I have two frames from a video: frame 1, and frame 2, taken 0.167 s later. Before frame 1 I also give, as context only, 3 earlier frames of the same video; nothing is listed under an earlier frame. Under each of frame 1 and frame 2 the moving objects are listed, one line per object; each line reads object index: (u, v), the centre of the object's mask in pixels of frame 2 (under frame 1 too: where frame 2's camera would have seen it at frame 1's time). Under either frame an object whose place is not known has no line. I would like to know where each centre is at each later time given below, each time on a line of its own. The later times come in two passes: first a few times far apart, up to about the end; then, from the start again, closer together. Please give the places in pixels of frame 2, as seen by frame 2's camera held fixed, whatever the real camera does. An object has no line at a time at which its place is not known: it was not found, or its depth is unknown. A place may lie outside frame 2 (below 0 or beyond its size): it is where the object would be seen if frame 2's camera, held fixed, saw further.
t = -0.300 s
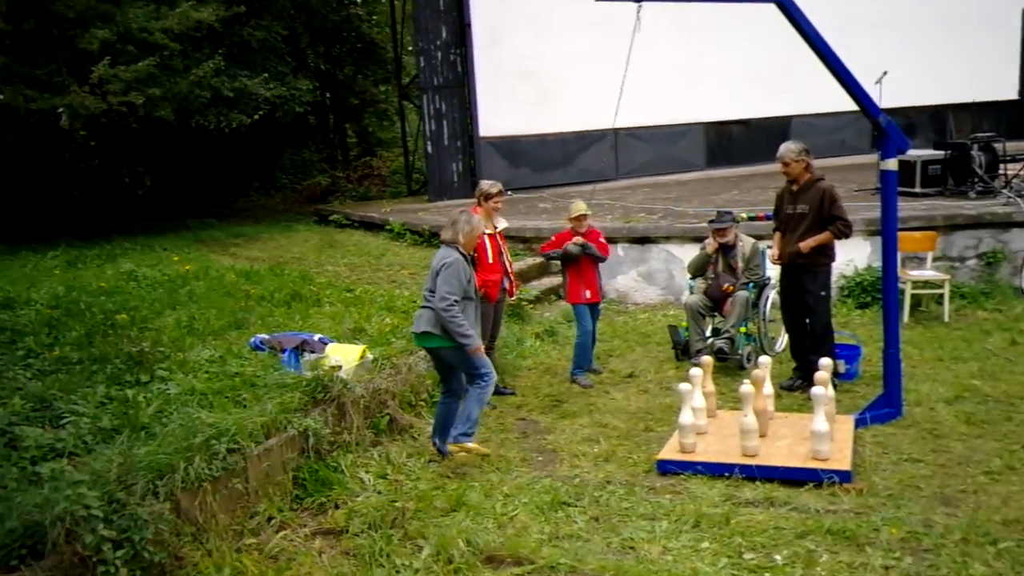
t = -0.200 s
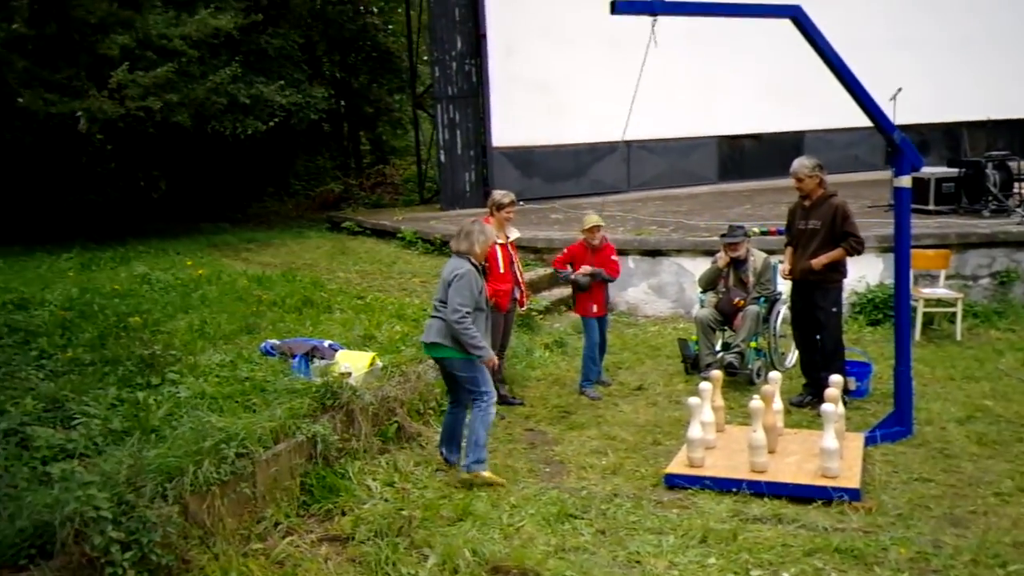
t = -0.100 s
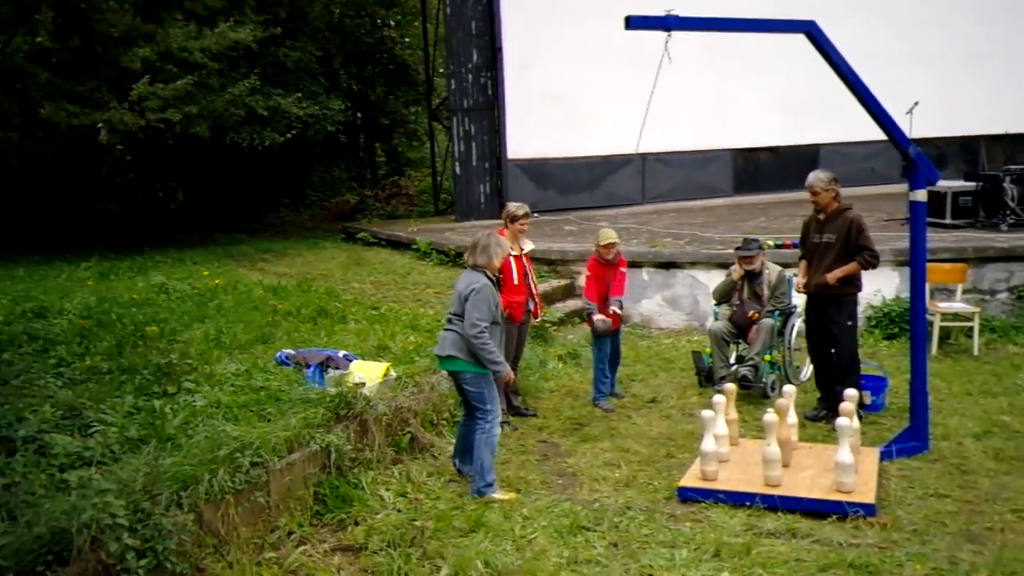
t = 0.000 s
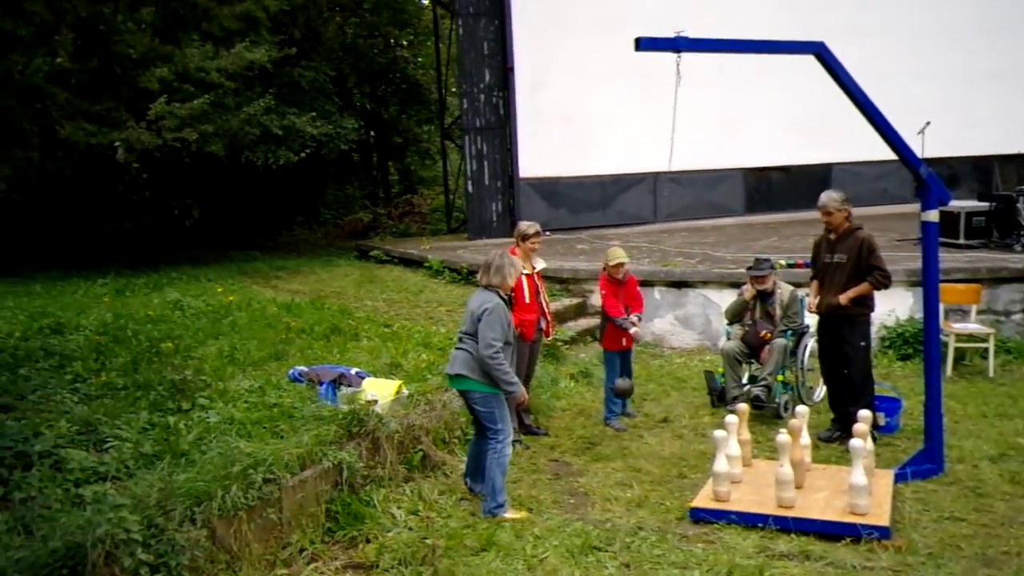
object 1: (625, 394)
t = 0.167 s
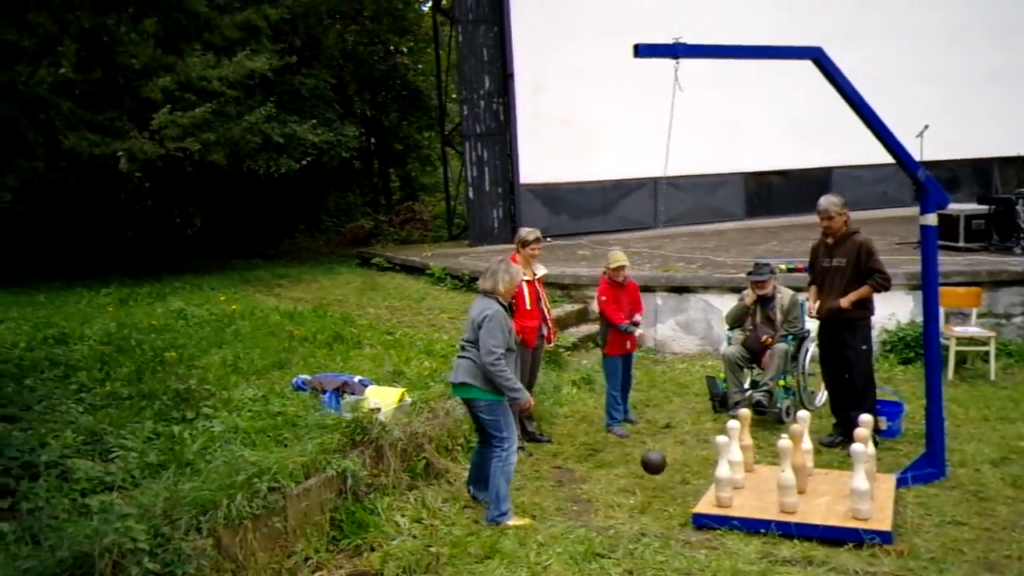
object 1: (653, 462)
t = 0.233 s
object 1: (669, 485)
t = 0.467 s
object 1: (747, 509)
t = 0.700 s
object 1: (836, 432)
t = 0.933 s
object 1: (900, 338)
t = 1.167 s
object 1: (920, 338)
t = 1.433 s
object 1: (881, 441)
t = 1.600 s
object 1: (822, 498)
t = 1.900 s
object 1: (710, 484)
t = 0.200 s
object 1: (661, 474)
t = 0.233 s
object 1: (669, 485)
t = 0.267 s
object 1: (678, 494)
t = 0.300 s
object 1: (688, 501)
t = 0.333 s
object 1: (698, 507)
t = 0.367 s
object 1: (710, 511)
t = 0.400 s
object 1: (722, 513)
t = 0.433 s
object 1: (734, 512)
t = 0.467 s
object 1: (747, 509)
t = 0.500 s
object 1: (760, 505)
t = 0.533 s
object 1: (773, 498)
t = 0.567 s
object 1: (786, 488)
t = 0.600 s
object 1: (799, 476)
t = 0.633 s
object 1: (812, 463)
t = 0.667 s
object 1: (825, 448)
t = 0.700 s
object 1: (836, 432)
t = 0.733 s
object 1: (848, 416)
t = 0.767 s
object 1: (858, 399)
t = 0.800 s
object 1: (868, 384)
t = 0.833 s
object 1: (878, 369)
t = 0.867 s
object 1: (887, 357)
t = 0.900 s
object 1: (894, 346)
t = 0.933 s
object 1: (900, 338)
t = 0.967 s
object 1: (906, 331)
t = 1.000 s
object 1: (910, 326)
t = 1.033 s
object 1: (914, 325)
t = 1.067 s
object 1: (917, 325)
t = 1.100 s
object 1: (918, 327)
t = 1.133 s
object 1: (920, 332)
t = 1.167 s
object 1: (920, 338)
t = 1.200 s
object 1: (918, 347)
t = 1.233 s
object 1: (916, 357)
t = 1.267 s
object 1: (913, 369)
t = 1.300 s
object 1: (909, 382)
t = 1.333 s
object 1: (903, 396)
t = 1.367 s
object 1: (898, 411)
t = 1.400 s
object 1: (890, 426)
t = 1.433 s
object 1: (881, 441)
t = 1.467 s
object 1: (870, 457)
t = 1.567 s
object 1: (835, 490)
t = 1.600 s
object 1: (822, 498)
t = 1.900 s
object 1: (710, 484)
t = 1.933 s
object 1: (702, 479)
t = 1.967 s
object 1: (694, 474)
